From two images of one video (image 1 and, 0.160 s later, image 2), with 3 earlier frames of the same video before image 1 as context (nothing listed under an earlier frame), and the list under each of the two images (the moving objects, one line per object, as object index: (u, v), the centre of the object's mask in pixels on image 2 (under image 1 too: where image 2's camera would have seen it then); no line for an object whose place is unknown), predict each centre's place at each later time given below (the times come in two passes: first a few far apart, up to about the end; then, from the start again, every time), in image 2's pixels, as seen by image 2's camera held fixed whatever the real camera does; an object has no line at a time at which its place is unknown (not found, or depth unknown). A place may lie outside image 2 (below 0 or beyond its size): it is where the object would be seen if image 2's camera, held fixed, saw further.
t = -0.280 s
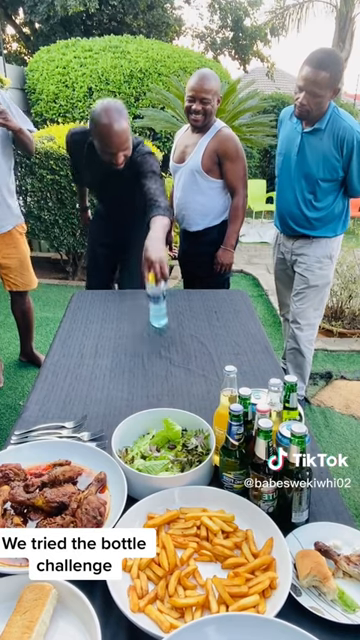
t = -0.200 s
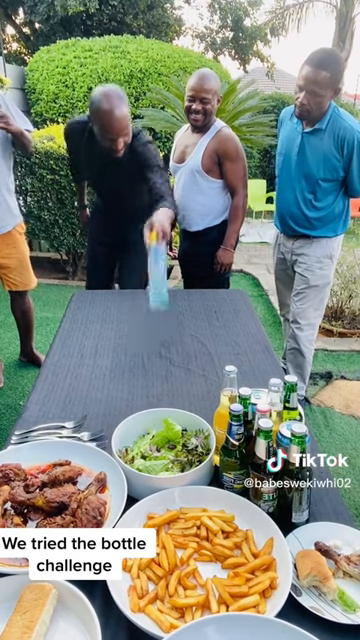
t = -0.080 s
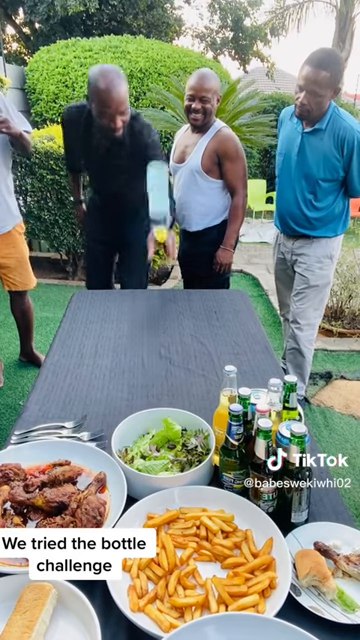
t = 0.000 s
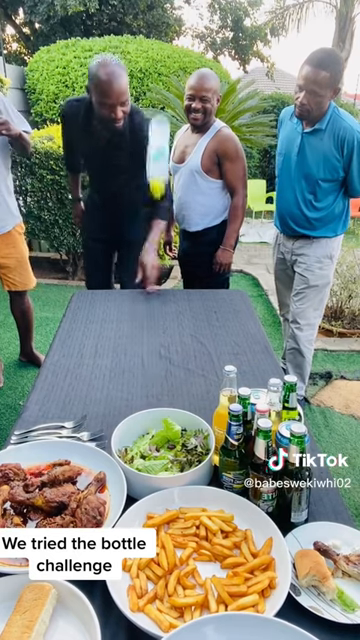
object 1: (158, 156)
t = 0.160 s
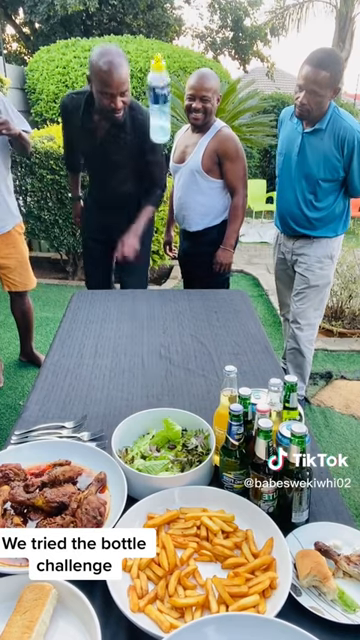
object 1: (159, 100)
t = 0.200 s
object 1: (159, 107)
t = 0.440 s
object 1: (159, 261)
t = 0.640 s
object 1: (159, 317)
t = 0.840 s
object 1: (159, 318)
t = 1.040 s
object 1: (159, 318)
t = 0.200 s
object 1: (159, 107)
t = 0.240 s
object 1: (160, 121)
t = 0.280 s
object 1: (160, 142)
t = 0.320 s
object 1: (160, 169)
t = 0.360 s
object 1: (160, 197)
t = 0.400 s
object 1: (160, 229)
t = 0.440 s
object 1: (159, 261)
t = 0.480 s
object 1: (159, 289)
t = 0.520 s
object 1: (159, 314)
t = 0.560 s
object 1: (159, 317)
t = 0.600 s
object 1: (159, 317)
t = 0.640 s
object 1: (159, 317)
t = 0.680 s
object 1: (159, 317)
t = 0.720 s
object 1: (159, 318)
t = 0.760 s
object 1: (159, 318)
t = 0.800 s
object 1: (159, 318)
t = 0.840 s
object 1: (159, 318)
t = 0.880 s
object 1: (159, 318)
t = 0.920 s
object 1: (159, 318)
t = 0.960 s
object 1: (159, 318)
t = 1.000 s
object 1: (159, 318)
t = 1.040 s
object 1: (159, 318)
